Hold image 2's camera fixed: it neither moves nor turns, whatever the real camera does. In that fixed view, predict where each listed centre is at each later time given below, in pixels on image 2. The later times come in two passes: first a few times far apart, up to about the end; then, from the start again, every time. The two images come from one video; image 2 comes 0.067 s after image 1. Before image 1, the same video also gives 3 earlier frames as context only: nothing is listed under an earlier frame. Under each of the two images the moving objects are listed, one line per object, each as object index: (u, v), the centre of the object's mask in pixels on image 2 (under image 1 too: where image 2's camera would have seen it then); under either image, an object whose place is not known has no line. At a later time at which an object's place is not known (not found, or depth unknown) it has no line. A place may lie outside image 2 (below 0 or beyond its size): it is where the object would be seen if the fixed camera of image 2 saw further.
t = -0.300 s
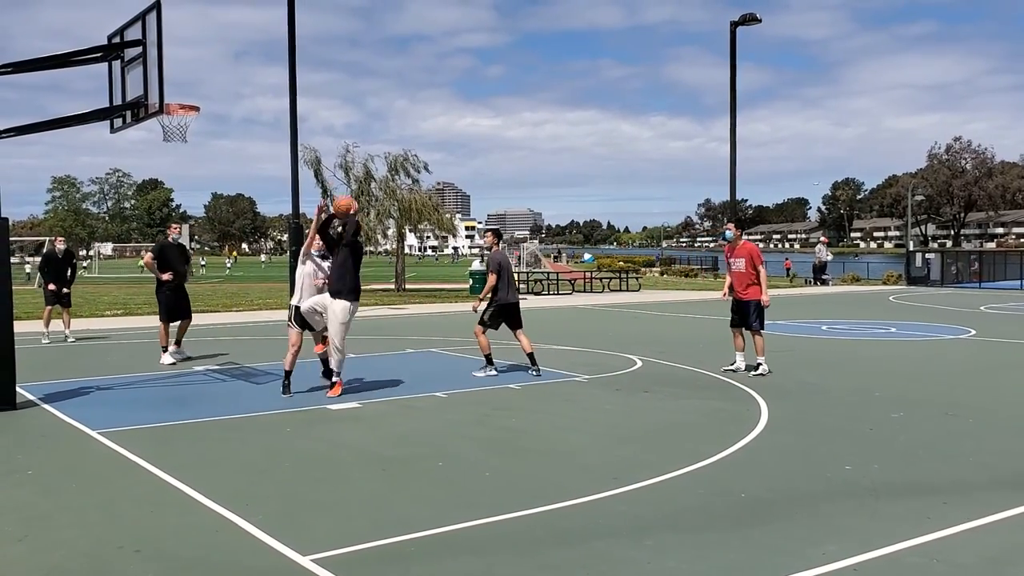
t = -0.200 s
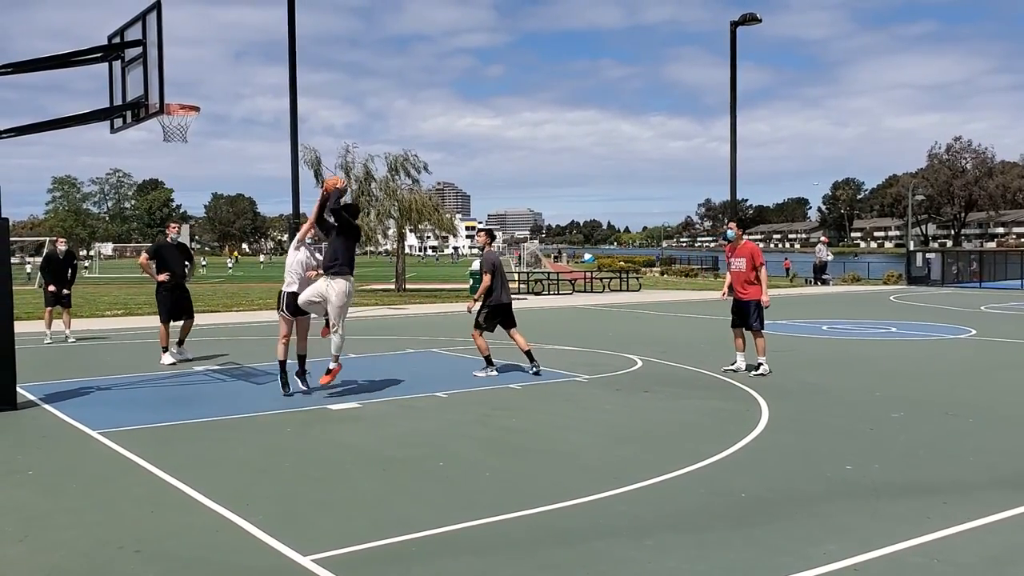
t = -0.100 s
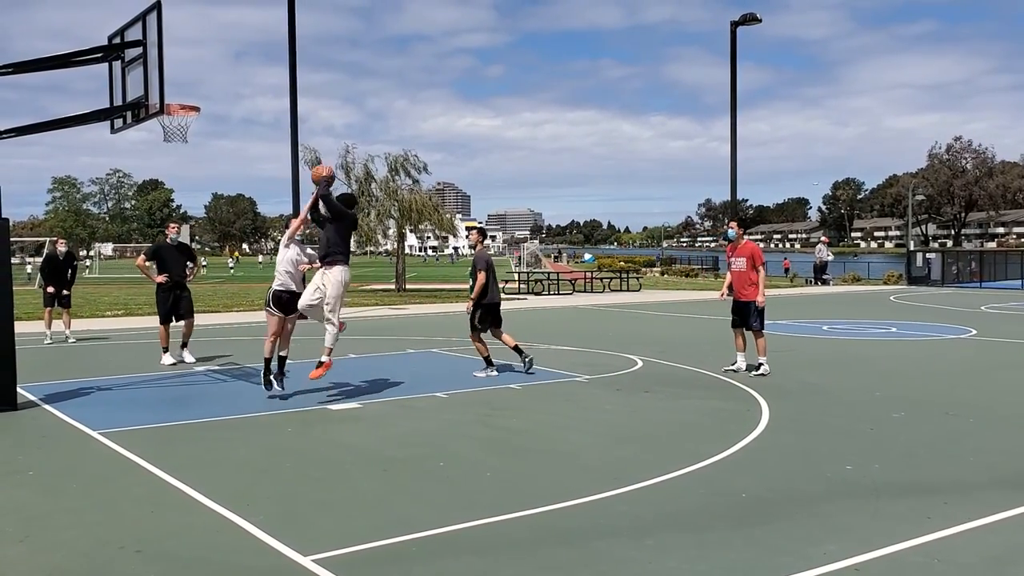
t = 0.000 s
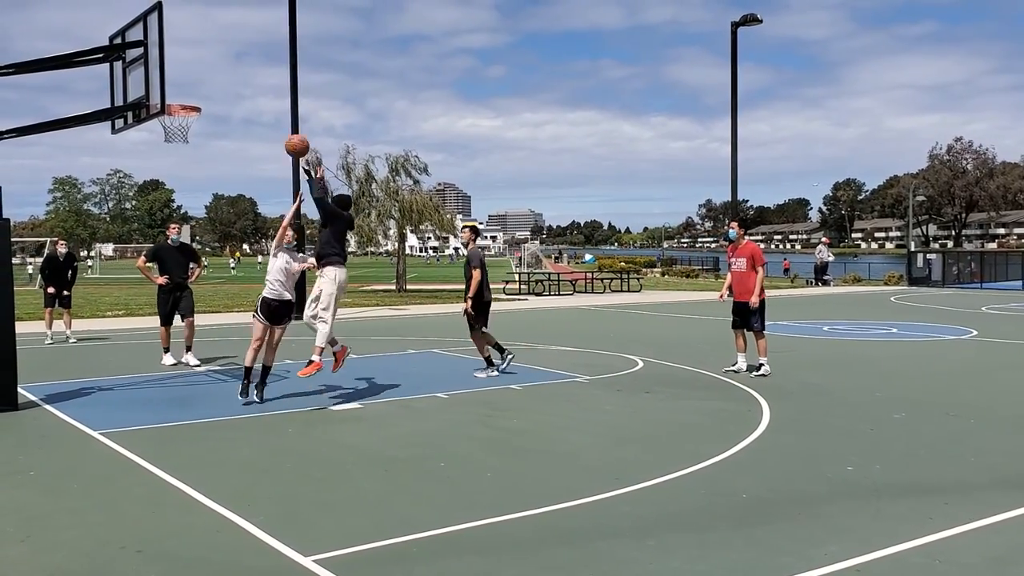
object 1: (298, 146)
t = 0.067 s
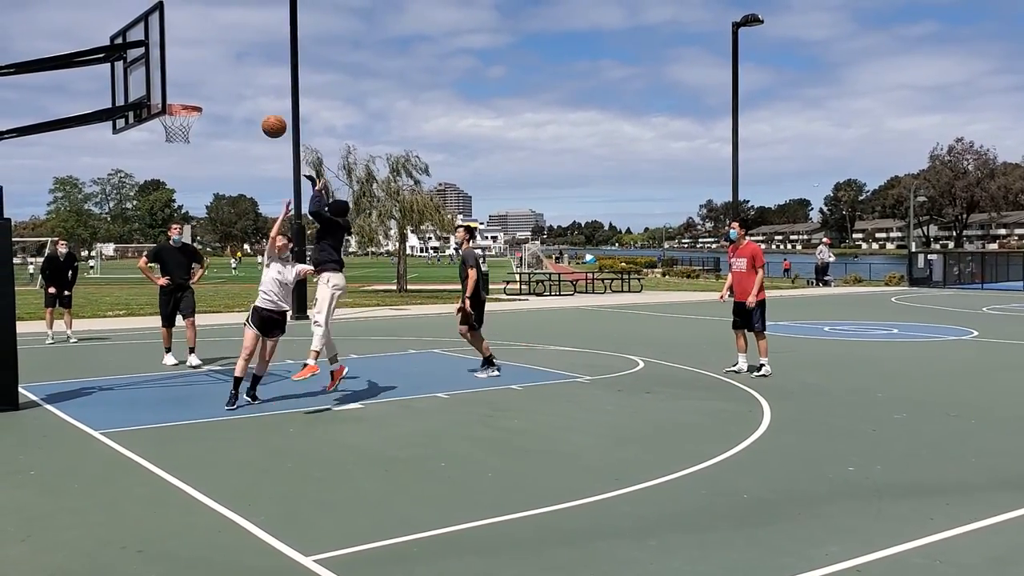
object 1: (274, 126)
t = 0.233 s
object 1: (214, 95)
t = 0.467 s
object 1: (178, 95)
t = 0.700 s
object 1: (218, 96)
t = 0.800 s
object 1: (236, 111)
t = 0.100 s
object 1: (261, 117)
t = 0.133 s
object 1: (250, 110)
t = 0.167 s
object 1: (238, 104)
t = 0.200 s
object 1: (226, 99)
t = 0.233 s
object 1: (214, 95)
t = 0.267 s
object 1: (202, 92)
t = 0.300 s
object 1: (190, 90)
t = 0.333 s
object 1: (179, 89)
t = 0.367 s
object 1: (172, 89)
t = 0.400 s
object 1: (171, 91)
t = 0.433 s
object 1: (174, 95)
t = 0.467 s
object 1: (178, 95)
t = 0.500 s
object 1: (183, 92)
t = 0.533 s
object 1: (188, 90)
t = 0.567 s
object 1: (194, 89)
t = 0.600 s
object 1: (200, 89)
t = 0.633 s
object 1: (206, 90)
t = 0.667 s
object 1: (212, 92)
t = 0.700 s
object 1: (218, 96)
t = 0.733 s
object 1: (224, 100)
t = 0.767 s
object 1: (230, 105)
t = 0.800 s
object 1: (236, 111)
